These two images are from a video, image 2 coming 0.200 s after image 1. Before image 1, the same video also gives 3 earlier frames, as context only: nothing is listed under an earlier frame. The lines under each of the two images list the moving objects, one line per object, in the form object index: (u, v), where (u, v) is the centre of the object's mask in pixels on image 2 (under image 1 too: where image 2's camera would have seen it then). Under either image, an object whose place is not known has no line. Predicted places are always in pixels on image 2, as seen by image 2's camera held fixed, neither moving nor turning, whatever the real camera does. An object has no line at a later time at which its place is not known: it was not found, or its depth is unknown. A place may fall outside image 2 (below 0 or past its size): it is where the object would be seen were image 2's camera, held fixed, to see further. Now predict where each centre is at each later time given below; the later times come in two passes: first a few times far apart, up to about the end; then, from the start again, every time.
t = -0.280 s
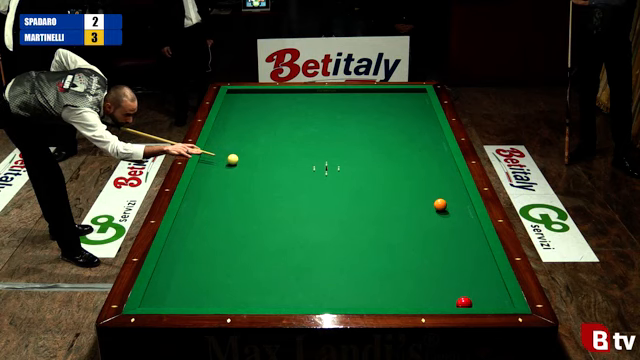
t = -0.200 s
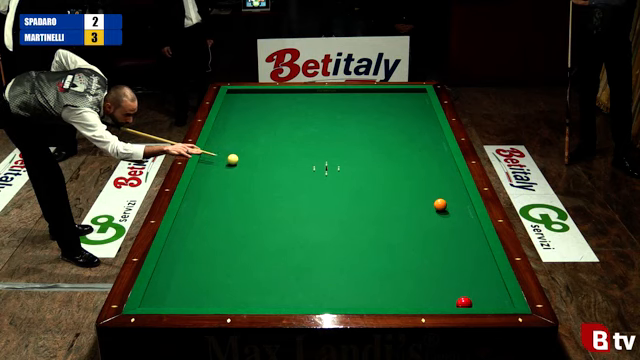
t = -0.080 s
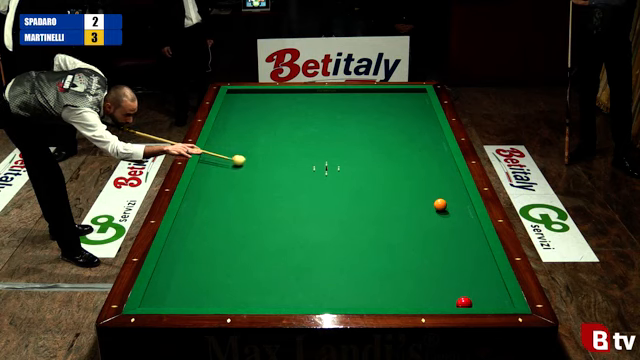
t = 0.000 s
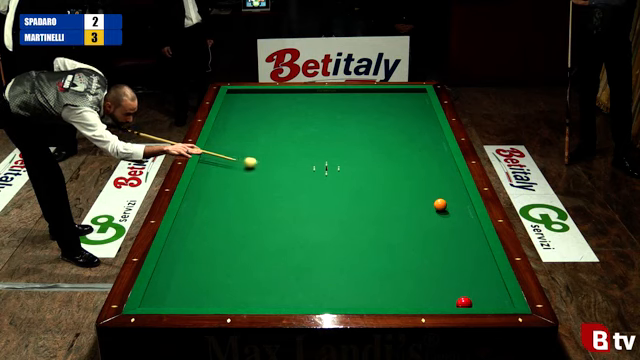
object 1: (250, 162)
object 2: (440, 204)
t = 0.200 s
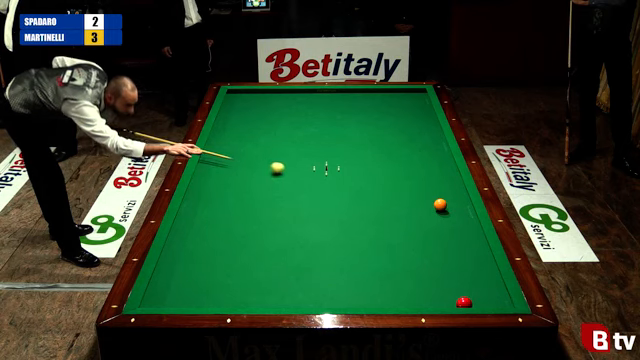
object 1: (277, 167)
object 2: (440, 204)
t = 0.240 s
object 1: (282, 169)
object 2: (440, 204)
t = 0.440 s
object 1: (310, 174)
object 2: (440, 204)
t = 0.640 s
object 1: (338, 180)
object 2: (440, 204)
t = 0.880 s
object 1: (373, 186)
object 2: (440, 204)
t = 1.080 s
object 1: (403, 192)
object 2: (440, 204)
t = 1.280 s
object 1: (433, 197)
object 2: (440, 204)
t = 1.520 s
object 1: (462, 201)
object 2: (443, 209)
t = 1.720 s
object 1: (446, 204)
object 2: (445, 213)
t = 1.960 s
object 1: (430, 210)
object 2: (448, 219)
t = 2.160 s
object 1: (416, 214)
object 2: (451, 223)
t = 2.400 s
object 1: (399, 218)
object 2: (454, 228)
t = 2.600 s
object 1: (385, 223)
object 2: (456, 232)
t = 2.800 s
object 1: (371, 226)
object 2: (458, 236)
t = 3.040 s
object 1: (354, 231)
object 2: (461, 241)
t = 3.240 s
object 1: (341, 235)
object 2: (463, 245)
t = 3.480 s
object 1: (324, 240)
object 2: (465, 250)
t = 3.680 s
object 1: (310, 244)
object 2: (467, 253)
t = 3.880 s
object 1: (296, 248)
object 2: (469, 256)
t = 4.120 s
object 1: (280, 252)
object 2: (471, 260)
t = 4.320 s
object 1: (267, 256)
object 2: (473, 263)
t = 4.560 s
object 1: (252, 260)
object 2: (475, 267)
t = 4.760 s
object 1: (239, 264)
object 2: (477, 269)
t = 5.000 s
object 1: (223, 268)
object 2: (478, 272)
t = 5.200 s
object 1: (211, 272)
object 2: (479, 275)
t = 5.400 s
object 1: (199, 275)
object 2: (480, 277)
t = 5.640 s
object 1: (184, 279)
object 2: (481, 279)
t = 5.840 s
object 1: (173, 282)
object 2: (482, 281)
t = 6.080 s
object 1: (159, 286)
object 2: (483, 283)
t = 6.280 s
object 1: (156, 289)
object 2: (483, 283)
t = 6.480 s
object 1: (160, 291)
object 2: (483, 285)
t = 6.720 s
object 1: (166, 293)
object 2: (483, 285)
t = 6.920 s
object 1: (170, 295)
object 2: (483, 286)
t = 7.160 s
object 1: (174, 296)
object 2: (483, 286)
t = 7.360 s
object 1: (178, 297)
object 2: (483, 286)
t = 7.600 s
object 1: (181, 298)
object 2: (483, 286)
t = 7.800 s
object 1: (184, 299)
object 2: (483, 286)
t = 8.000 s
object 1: (186, 300)
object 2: (483, 286)
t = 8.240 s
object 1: (188, 301)
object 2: (483, 286)
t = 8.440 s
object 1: (190, 302)
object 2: (483, 286)
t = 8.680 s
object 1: (192, 302)
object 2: (483, 286)
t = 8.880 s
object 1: (193, 303)
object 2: (483, 286)
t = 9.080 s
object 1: (194, 303)
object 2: (483, 286)
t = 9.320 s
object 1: (194, 303)
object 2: (483, 286)
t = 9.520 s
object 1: (194, 303)
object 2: (483, 286)
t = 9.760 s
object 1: (194, 303)
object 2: (483, 286)
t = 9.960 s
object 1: (194, 303)
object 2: (483, 286)
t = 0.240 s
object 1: (282, 169)
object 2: (440, 204)
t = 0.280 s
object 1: (288, 170)
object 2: (440, 204)
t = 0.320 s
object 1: (293, 171)
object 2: (440, 204)
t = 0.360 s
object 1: (299, 172)
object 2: (440, 204)
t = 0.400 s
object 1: (305, 173)
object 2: (440, 204)
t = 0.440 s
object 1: (310, 174)
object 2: (440, 204)
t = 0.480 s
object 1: (315, 175)
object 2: (440, 204)
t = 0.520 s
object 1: (321, 176)
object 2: (440, 204)
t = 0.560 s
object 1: (327, 178)
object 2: (440, 204)
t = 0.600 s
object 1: (333, 179)
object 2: (440, 204)
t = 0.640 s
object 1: (338, 180)
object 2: (440, 204)
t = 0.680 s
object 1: (344, 181)
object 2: (440, 204)
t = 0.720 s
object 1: (350, 182)
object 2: (440, 204)
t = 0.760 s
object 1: (356, 183)
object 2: (440, 204)
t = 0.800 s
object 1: (362, 184)
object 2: (440, 204)
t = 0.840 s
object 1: (368, 185)
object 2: (440, 204)
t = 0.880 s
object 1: (373, 186)
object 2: (440, 204)
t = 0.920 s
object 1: (379, 188)
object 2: (440, 204)
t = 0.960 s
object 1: (385, 189)
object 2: (440, 204)
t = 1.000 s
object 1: (391, 190)
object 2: (440, 204)
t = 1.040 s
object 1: (397, 191)
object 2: (440, 204)
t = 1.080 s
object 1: (403, 192)
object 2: (440, 204)
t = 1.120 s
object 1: (409, 194)
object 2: (440, 204)
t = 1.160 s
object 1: (416, 195)
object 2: (440, 204)
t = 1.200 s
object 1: (422, 196)
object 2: (440, 204)
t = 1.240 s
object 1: (428, 197)
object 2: (440, 204)
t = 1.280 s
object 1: (433, 197)
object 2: (440, 204)
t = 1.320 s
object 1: (440, 197)
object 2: (440, 205)
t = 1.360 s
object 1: (446, 198)
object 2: (440, 205)
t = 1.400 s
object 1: (451, 199)
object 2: (441, 206)
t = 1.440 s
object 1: (457, 200)
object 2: (442, 207)
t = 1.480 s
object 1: (462, 200)
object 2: (442, 208)
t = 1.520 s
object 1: (462, 201)
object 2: (443, 209)
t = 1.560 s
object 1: (458, 201)
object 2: (443, 210)
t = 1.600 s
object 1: (455, 202)
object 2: (443, 211)
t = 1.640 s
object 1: (452, 203)
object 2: (444, 212)
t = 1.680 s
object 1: (449, 203)
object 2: (445, 213)
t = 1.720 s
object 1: (446, 204)
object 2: (445, 213)
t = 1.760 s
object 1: (443, 205)
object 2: (446, 214)
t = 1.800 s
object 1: (440, 206)
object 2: (446, 215)
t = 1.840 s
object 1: (438, 207)
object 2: (447, 216)
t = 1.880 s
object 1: (435, 208)
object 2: (447, 217)
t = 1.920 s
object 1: (433, 209)
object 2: (448, 218)
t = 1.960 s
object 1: (430, 210)
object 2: (448, 219)
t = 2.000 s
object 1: (427, 210)
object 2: (449, 220)
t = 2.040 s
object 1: (424, 211)
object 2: (450, 221)
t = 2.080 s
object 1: (421, 212)
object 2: (450, 222)
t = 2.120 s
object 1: (418, 213)
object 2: (451, 222)
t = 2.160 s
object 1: (416, 214)
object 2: (451, 223)
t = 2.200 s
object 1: (413, 214)
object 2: (452, 224)
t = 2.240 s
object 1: (410, 215)
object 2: (452, 225)
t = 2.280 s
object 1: (407, 216)
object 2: (452, 226)
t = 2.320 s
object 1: (405, 217)
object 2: (453, 226)
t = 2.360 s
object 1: (402, 218)
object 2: (453, 227)
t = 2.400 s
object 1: (399, 218)
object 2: (454, 228)
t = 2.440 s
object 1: (396, 219)
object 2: (454, 229)
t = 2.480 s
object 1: (393, 220)
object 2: (455, 230)
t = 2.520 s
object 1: (391, 221)
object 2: (455, 231)
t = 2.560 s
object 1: (388, 222)
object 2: (456, 232)
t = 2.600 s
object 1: (385, 223)
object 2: (456, 232)
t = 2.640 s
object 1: (382, 223)
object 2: (457, 233)
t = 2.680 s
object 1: (379, 224)
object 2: (457, 234)
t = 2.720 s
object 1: (377, 225)
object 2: (458, 235)
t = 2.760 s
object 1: (374, 226)
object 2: (458, 236)
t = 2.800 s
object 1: (371, 226)
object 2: (458, 236)
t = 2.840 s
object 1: (368, 227)
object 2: (459, 237)
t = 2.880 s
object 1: (366, 228)
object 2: (459, 238)
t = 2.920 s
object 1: (363, 229)
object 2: (460, 239)
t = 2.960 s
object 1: (360, 230)
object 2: (460, 240)
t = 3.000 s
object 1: (357, 230)
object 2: (460, 240)
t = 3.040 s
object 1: (354, 231)
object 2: (461, 241)
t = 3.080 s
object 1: (352, 232)
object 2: (461, 242)
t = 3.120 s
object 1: (349, 232)
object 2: (462, 243)
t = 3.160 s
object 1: (346, 233)
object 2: (462, 244)
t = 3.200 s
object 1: (343, 234)
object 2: (463, 244)
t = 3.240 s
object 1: (341, 235)
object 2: (463, 245)
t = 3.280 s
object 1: (338, 236)
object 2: (463, 246)
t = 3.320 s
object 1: (335, 237)
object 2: (464, 246)
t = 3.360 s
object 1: (332, 237)
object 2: (464, 247)
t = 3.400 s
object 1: (330, 238)
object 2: (465, 248)
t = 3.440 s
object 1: (327, 239)
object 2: (465, 249)
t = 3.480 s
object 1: (324, 240)
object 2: (465, 250)
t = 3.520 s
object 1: (321, 240)
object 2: (465, 250)
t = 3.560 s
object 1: (318, 242)
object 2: (466, 251)
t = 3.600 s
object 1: (316, 242)
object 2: (467, 252)
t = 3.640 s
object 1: (313, 243)
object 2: (467, 252)
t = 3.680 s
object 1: (310, 244)
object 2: (467, 253)
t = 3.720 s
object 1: (307, 244)
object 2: (468, 254)
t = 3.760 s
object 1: (305, 245)
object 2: (468, 254)
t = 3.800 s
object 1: (302, 246)
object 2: (468, 255)
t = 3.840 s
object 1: (299, 247)
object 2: (469, 256)
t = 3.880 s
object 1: (296, 248)
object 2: (469, 256)
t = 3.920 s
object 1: (294, 248)
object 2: (470, 257)
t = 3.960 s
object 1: (291, 249)
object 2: (470, 258)
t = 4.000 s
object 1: (288, 250)
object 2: (470, 258)
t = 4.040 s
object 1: (286, 251)
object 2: (471, 259)
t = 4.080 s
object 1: (283, 252)
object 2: (471, 260)
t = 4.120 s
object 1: (280, 252)
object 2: (471, 260)
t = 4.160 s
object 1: (278, 253)
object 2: (472, 261)
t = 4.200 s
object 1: (275, 254)
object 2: (472, 261)
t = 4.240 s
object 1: (272, 254)
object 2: (473, 262)
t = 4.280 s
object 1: (270, 255)
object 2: (473, 263)
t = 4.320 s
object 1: (267, 256)
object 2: (473, 263)
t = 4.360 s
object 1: (265, 257)
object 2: (474, 264)
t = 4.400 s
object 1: (262, 257)
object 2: (474, 264)
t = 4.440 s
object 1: (259, 258)
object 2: (475, 265)
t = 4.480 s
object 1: (257, 259)
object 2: (475, 266)
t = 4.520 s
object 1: (254, 259)
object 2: (475, 266)
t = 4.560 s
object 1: (252, 260)
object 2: (475, 267)
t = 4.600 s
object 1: (249, 261)
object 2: (476, 267)
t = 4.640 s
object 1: (246, 262)
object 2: (476, 268)
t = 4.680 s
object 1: (244, 263)
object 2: (476, 268)
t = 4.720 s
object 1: (241, 263)
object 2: (477, 269)
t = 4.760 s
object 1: (239, 264)
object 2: (477, 269)
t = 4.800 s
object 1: (236, 264)
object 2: (477, 270)
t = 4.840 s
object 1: (233, 265)
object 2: (478, 270)
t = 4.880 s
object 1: (231, 266)
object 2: (478, 271)
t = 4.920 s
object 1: (228, 267)
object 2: (478, 272)
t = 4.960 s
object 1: (226, 267)
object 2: (479, 272)
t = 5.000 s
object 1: (223, 268)
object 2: (478, 272)
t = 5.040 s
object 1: (221, 269)
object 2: (479, 273)
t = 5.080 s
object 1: (218, 269)
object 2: (479, 273)
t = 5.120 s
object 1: (216, 270)
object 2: (479, 274)
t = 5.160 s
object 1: (213, 271)
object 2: (479, 274)
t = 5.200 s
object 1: (211, 272)
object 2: (479, 275)
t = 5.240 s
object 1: (208, 272)
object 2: (480, 275)
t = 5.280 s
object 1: (206, 273)
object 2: (480, 276)
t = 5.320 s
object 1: (203, 274)
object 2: (480, 276)
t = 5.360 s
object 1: (201, 274)
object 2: (480, 276)
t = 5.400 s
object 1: (199, 275)
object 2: (480, 277)
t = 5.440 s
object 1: (196, 276)
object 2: (481, 277)
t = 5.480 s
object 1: (194, 276)
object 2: (481, 277)
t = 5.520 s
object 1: (191, 277)
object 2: (481, 278)
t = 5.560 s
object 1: (189, 278)
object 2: (481, 278)
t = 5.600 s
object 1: (187, 279)
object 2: (481, 279)
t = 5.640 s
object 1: (184, 279)
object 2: (481, 279)
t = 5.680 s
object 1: (182, 280)
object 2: (481, 279)
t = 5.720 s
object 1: (180, 281)
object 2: (482, 280)
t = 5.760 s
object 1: (177, 281)
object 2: (482, 280)
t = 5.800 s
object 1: (175, 282)
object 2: (482, 280)
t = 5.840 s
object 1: (173, 282)
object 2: (482, 281)
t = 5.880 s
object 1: (170, 283)
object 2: (482, 281)
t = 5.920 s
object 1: (168, 284)
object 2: (483, 281)
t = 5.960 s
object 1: (166, 284)
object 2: (482, 282)
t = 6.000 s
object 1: (164, 285)
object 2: (483, 282)
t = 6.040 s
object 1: (161, 286)
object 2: (483, 282)
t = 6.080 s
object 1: (159, 286)
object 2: (483, 283)
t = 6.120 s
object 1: (157, 287)
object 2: (483, 283)
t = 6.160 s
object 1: (155, 288)
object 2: (483, 283)
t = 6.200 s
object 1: (154, 288)
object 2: (483, 283)
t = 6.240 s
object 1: (155, 288)
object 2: (483, 283)
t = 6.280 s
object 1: (156, 289)
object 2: (483, 283)
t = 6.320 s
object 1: (157, 289)
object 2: (483, 284)
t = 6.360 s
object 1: (158, 290)
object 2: (483, 284)
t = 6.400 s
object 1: (159, 290)
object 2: (483, 284)
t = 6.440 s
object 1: (160, 291)
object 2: (483, 284)
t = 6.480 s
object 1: (160, 291)
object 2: (483, 285)
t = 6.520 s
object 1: (161, 291)
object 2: (483, 285)
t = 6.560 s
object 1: (162, 292)
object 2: (483, 285)
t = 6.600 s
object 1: (163, 292)
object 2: (483, 285)
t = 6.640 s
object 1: (164, 292)
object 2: (483, 285)
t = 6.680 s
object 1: (165, 292)
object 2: (483, 285)
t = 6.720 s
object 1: (166, 293)
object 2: (483, 285)
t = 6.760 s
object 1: (166, 293)
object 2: (483, 285)
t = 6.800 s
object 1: (167, 294)
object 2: (483, 285)
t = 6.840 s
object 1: (168, 294)
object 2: (483, 286)
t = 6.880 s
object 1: (169, 294)
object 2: (483, 286)
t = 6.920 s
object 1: (170, 295)
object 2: (483, 286)
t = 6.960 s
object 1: (170, 295)
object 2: (483, 286)
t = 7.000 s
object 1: (171, 295)
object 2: (483, 286)
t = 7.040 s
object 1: (172, 295)
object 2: (483, 286)
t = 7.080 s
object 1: (173, 296)
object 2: (483, 286)
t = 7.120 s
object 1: (174, 296)
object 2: (483, 286)
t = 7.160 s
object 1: (174, 296)
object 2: (483, 286)
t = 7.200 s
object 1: (175, 297)
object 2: (483, 286)
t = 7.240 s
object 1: (176, 297)
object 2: (483, 286)
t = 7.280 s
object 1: (176, 297)
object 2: (483, 286)
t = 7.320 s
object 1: (177, 297)
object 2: (483, 286)
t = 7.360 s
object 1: (178, 297)
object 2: (483, 286)
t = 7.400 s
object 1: (178, 297)
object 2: (483, 286)
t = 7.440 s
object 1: (179, 298)
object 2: (483, 286)
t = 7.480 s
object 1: (180, 298)
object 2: (483, 286)
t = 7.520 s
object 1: (180, 298)
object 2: (483, 286)
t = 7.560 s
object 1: (181, 298)
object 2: (483, 286)
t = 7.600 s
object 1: (181, 298)
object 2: (483, 286)
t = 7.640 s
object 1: (182, 299)
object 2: (483, 286)
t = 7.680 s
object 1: (182, 299)
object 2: (483, 286)
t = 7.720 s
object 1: (183, 299)
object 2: (483, 286)
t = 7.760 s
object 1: (184, 299)
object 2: (483, 286)
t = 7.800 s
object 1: (184, 299)
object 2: (483, 286)
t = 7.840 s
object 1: (184, 300)
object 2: (483, 286)
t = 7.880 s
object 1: (185, 300)
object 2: (483, 286)
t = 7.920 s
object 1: (185, 300)
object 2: (483, 286)
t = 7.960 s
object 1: (186, 300)
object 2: (483, 286)
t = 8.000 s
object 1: (186, 300)
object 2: (483, 286)
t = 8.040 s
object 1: (187, 300)
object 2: (483, 286)
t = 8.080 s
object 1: (187, 301)
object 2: (483, 286)
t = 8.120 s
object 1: (187, 301)
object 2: (483, 286)
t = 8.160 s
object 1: (188, 301)
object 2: (483, 286)
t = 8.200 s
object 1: (188, 301)
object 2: (483, 286)
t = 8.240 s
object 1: (188, 301)
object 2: (483, 286)
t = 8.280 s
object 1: (189, 301)
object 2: (483, 286)
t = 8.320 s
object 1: (189, 301)
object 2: (483, 286)
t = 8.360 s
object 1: (189, 301)
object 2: (483, 286)
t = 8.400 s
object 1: (190, 301)
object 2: (483, 286)
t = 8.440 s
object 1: (190, 302)
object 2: (483, 286)
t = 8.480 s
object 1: (190, 302)
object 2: (483, 286)
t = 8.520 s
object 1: (191, 302)
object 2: (483, 286)
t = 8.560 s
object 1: (191, 302)
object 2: (483, 286)
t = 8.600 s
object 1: (191, 302)
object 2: (483, 286)
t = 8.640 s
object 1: (192, 302)
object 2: (483, 286)
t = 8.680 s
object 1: (192, 302)
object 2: (483, 286)
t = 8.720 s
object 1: (192, 302)
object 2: (483, 286)
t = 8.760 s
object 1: (192, 302)
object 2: (483, 286)
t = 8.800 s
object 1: (192, 302)
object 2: (483, 286)
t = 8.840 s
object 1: (193, 302)
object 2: (483, 286)
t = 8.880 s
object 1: (193, 303)
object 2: (483, 286)
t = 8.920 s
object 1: (193, 303)
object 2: (483, 286)
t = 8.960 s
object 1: (193, 303)
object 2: (483, 286)
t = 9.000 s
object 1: (194, 303)
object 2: (483, 286)
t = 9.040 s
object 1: (194, 303)
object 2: (483, 286)
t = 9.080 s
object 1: (194, 303)
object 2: (483, 286)
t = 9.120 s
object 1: (194, 303)
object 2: (483, 286)
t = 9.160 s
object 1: (194, 303)
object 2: (483, 286)
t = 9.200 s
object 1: (194, 303)
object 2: (483, 286)
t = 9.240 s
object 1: (194, 303)
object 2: (483, 286)
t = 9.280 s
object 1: (194, 303)
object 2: (483, 286)
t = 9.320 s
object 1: (194, 303)
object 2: (483, 286)
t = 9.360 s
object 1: (194, 303)
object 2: (483, 286)
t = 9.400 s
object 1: (194, 303)
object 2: (483, 286)
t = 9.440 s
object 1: (194, 303)
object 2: (483, 286)
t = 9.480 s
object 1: (194, 303)
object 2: (483, 286)
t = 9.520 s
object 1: (194, 303)
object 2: (483, 286)
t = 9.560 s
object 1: (194, 303)
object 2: (483, 286)
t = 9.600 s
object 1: (194, 303)
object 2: (483, 286)
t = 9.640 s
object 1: (194, 303)
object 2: (483, 286)
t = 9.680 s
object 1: (194, 303)
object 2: (483, 286)
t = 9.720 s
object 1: (194, 303)
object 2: (483, 286)
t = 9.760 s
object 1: (194, 303)
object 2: (483, 286)
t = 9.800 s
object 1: (194, 303)
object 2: (483, 286)
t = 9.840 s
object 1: (194, 303)
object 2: (483, 286)
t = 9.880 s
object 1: (194, 303)
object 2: (483, 286)
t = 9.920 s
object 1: (194, 303)
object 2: (483, 286)
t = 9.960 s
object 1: (194, 303)
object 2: (483, 286)
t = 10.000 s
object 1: (194, 303)
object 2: (483, 286)
